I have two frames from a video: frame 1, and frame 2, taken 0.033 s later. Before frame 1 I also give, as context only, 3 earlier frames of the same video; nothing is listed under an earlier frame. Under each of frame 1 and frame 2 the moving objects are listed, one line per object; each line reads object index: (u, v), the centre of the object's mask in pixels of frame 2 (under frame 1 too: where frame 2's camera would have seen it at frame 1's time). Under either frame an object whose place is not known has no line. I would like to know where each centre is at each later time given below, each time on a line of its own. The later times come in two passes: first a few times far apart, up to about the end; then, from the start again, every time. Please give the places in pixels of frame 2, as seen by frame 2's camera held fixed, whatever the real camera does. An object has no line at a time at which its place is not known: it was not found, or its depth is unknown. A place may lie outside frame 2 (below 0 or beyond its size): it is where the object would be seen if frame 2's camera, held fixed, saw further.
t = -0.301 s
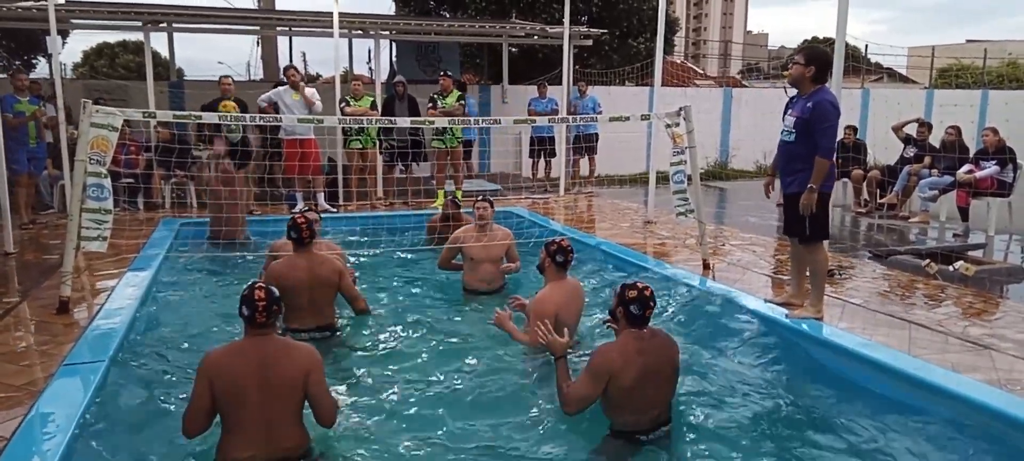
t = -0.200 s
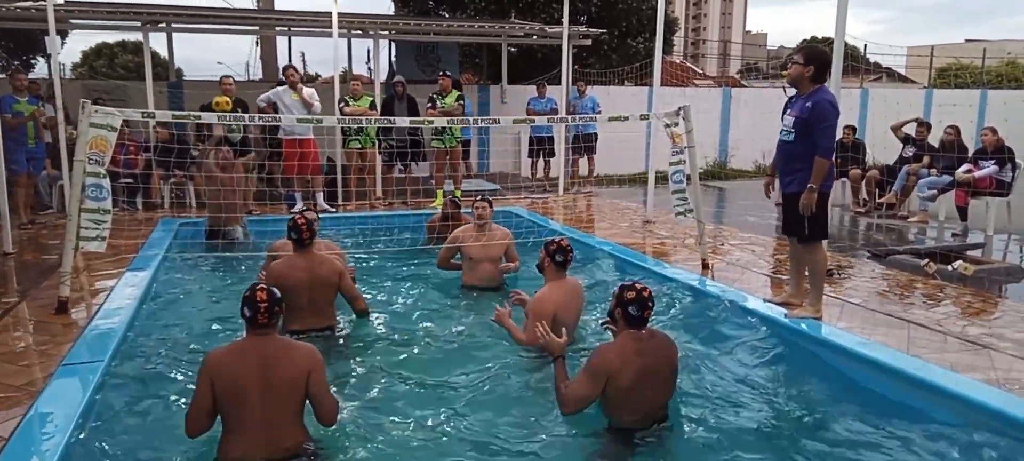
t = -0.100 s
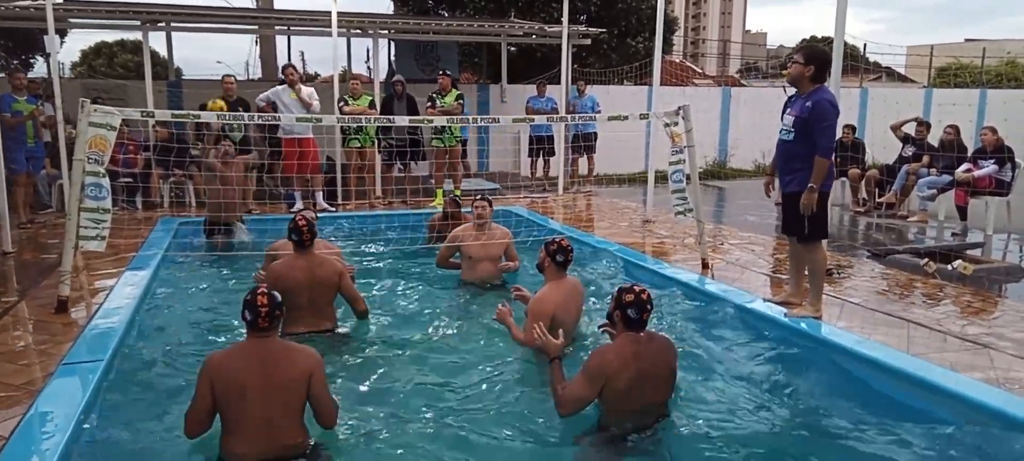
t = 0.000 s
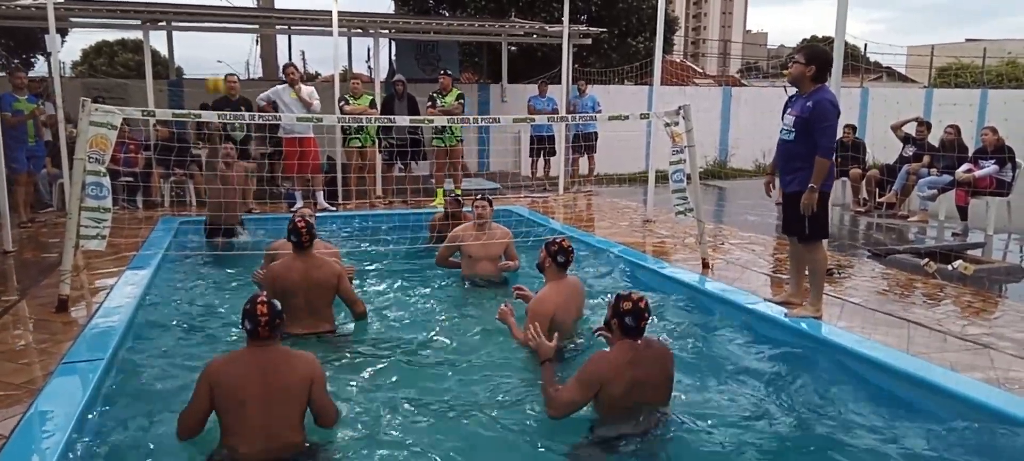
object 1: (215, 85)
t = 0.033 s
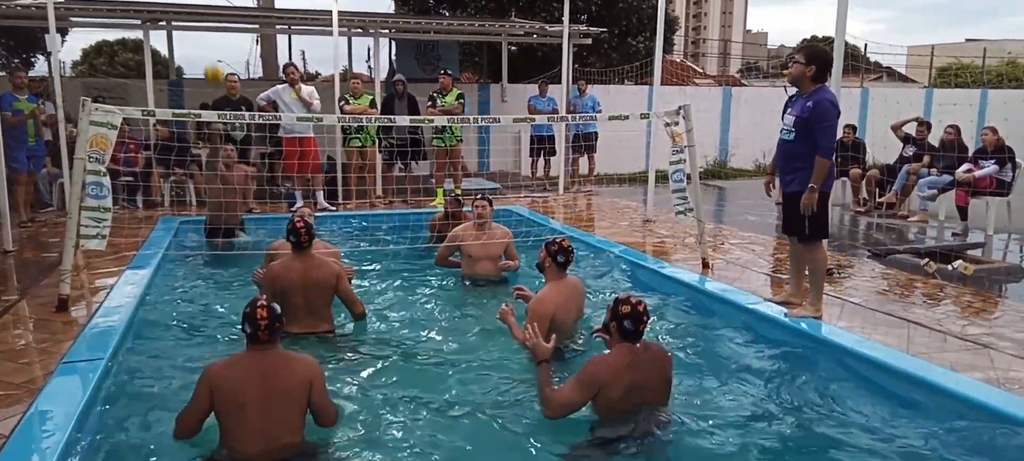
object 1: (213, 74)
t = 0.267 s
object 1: (207, 23)
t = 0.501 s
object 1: (199, 34)
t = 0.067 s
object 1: (213, 64)
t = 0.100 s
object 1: (212, 55)
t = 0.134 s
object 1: (211, 47)
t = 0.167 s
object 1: (210, 40)
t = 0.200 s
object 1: (209, 34)
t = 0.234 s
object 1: (208, 28)
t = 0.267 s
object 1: (207, 23)
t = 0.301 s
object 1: (206, 21)
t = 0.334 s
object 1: (205, 20)
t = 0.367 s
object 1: (204, 19)
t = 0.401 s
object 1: (203, 21)
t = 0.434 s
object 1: (201, 23)
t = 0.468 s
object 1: (200, 27)
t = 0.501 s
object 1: (199, 34)
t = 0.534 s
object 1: (198, 45)
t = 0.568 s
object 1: (197, 56)
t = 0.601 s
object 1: (196, 73)
